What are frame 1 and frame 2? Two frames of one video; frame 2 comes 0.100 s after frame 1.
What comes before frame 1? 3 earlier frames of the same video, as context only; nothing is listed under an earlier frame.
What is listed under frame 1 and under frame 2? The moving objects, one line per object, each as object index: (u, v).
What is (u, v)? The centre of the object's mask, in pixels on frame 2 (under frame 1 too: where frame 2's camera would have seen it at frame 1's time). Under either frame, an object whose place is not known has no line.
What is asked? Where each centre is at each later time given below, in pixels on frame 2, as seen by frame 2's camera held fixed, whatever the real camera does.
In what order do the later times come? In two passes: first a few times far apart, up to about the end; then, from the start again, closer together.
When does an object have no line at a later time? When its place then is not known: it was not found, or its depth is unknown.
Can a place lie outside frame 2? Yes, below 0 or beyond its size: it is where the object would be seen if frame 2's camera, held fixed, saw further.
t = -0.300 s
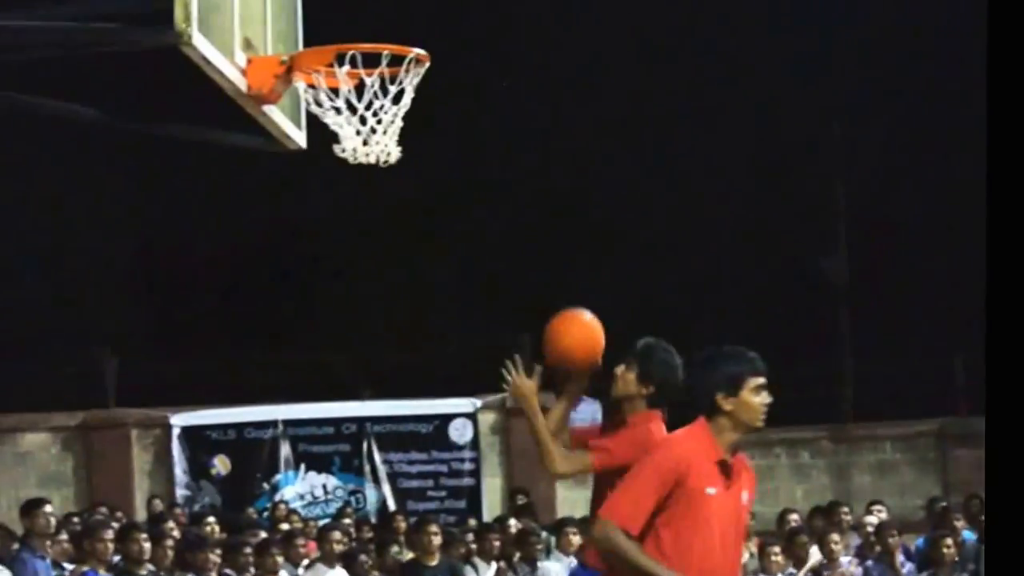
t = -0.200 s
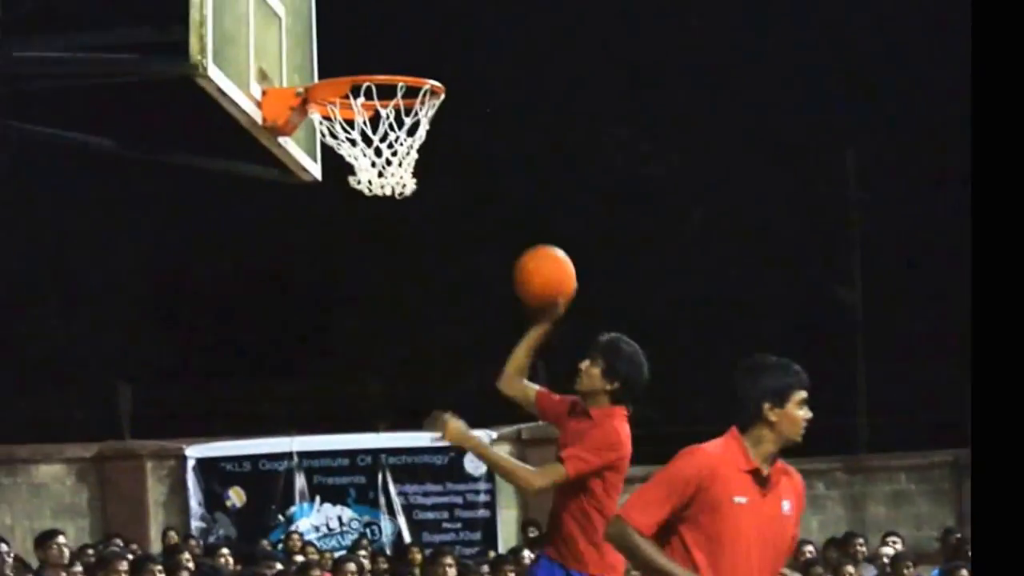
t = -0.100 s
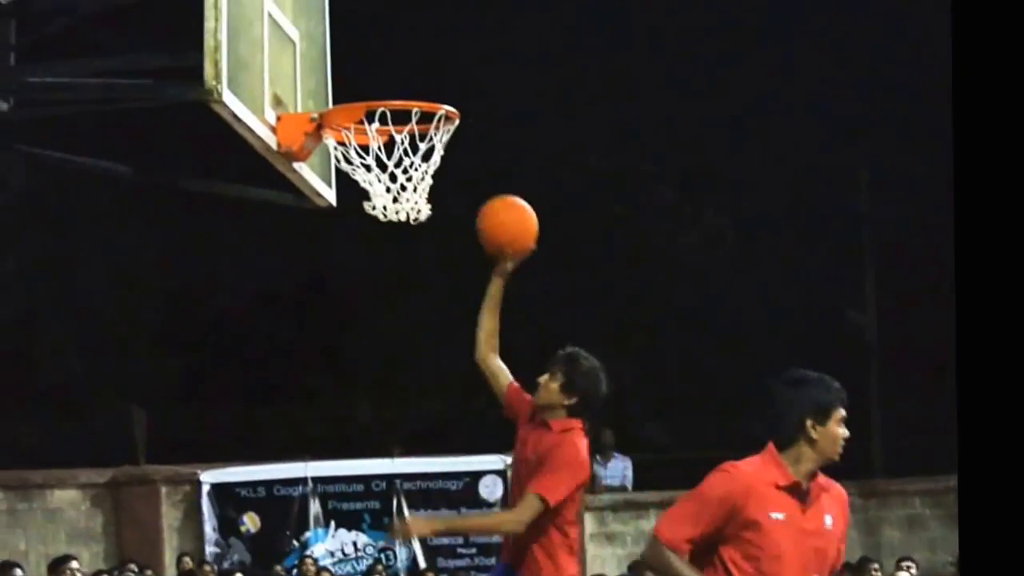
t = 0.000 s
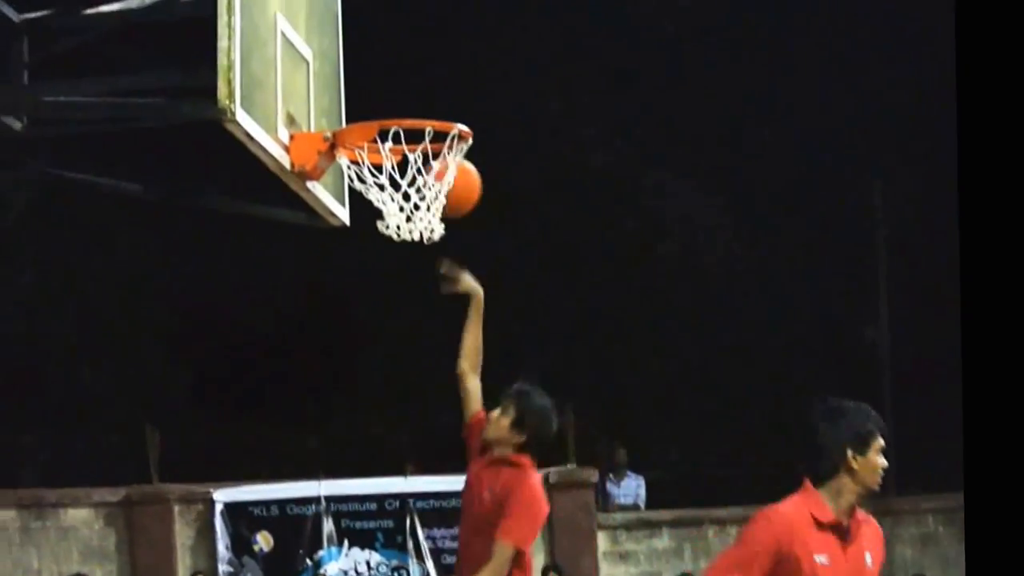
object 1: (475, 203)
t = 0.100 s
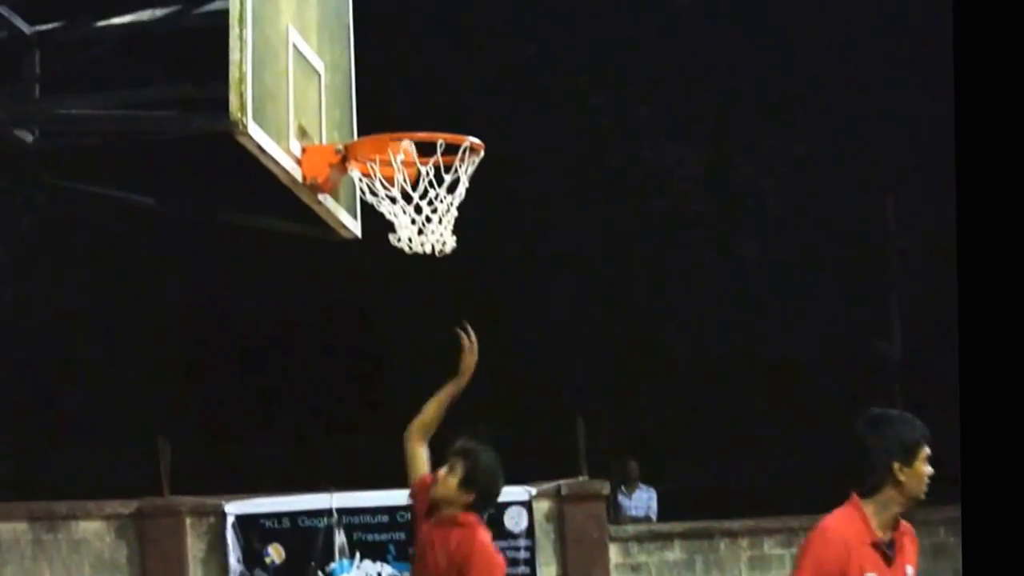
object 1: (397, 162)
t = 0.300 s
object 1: (486, 196)
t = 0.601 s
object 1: (667, 439)
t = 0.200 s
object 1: (424, 160)
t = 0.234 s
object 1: (437, 165)
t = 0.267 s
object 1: (461, 179)
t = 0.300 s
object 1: (486, 196)
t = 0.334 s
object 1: (498, 208)
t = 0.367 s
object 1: (519, 225)
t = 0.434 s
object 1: (561, 270)
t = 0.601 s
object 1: (667, 439)
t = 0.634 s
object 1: (688, 482)
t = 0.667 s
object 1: (711, 528)
